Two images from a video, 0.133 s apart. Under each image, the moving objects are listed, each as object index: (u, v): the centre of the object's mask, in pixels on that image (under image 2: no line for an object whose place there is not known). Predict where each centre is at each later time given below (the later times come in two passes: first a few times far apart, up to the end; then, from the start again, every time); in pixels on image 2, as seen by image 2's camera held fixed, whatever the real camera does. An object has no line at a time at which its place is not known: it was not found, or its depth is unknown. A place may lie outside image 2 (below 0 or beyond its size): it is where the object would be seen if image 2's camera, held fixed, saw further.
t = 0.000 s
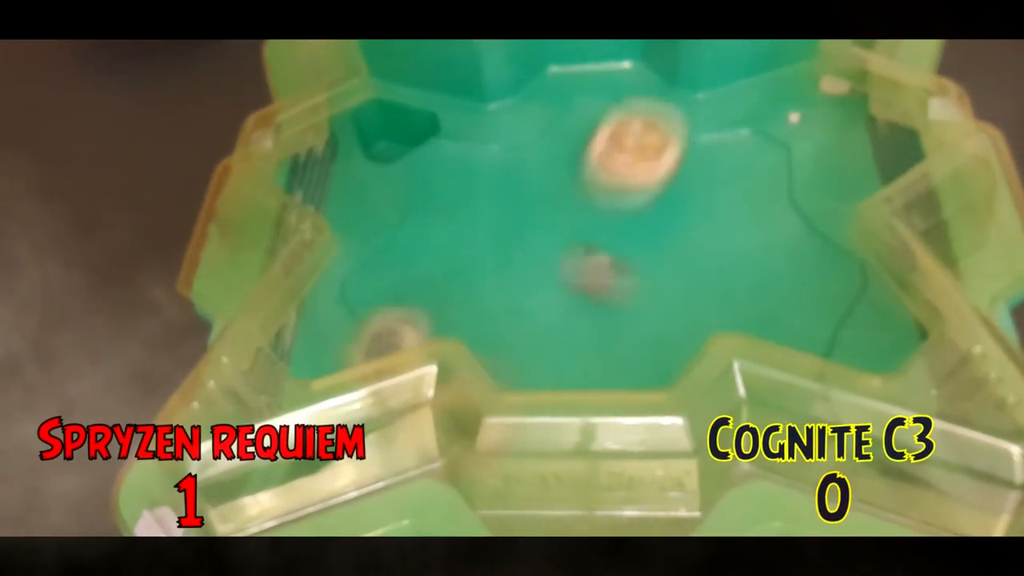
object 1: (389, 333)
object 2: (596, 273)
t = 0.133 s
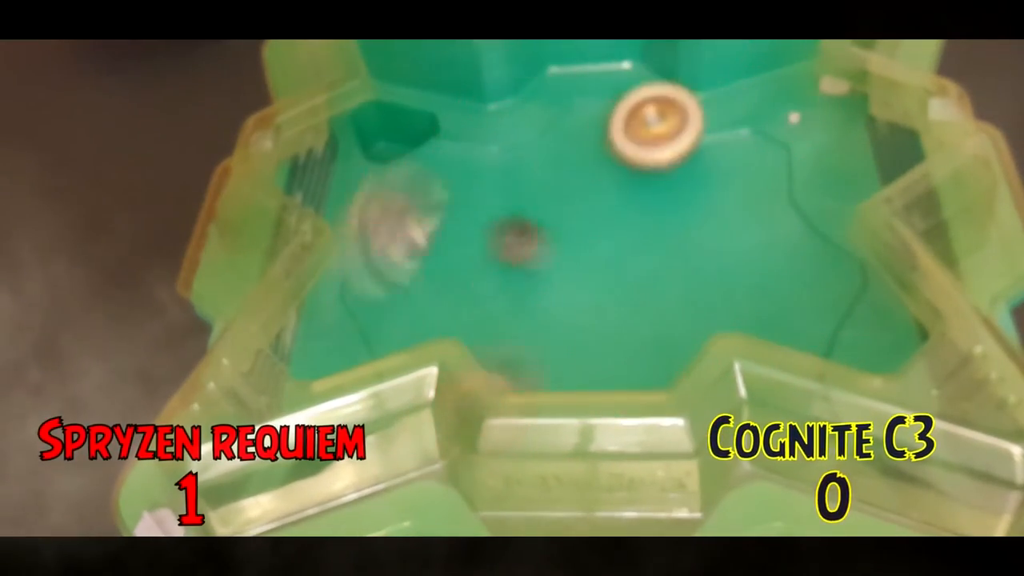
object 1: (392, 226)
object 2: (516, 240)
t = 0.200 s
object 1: (427, 165)
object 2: (498, 238)
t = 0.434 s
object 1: (503, 179)
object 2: (409, 183)
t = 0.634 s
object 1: (559, 247)
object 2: (480, 213)
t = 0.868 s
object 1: (590, 282)
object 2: (535, 231)
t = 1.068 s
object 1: (600, 284)
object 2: (544, 240)
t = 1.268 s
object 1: (600, 284)
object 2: (544, 240)
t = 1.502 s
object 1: (597, 282)
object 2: (545, 241)
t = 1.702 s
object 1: (586, 289)
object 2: (544, 242)
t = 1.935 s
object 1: (581, 313)
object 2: (542, 242)
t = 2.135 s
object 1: (570, 328)
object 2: (541, 242)
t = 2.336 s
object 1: (564, 341)
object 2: (539, 242)
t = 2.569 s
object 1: (577, 354)
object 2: (541, 242)
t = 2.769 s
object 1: (578, 357)
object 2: (541, 242)
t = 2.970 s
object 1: (578, 357)
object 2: (541, 242)
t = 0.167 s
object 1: (409, 193)
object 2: (506, 239)
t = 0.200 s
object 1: (427, 165)
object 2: (498, 238)
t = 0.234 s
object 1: (447, 141)
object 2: (493, 239)
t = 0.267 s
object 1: (459, 131)
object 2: (478, 227)
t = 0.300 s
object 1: (465, 132)
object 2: (456, 207)
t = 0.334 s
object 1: (471, 143)
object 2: (435, 192)
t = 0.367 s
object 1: (481, 154)
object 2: (419, 184)
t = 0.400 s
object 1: (493, 166)
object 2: (410, 183)
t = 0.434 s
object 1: (503, 179)
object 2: (409, 183)
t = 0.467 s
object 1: (512, 190)
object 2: (413, 185)
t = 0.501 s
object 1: (521, 202)
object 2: (424, 192)
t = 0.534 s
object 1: (529, 214)
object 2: (440, 201)
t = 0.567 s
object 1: (535, 223)
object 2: (458, 209)
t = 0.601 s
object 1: (548, 236)
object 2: (472, 213)
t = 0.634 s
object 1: (559, 247)
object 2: (480, 213)
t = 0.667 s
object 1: (568, 256)
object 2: (489, 218)
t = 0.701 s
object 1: (574, 264)
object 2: (503, 224)
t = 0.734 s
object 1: (577, 268)
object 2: (519, 230)
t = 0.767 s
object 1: (582, 275)
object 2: (527, 230)
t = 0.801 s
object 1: (587, 281)
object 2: (529, 229)
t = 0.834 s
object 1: (588, 283)
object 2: (532, 230)
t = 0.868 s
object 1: (590, 282)
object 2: (535, 231)
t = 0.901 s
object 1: (593, 282)
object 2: (539, 235)
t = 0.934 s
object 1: (595, 282)
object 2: (541, 238)
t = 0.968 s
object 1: (597, 283)
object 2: (542, 239)
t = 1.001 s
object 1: (599, 283)
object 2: (544, 240)
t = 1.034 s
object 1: (600, 284)
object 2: (544, 240)
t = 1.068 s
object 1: (600, 284)
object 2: (544, 240)
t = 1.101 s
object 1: (600, 284)
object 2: (544, 240)
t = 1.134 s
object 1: (600, 285)
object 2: (544, 241)
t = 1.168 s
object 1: (600, 285)
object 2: (544, 240)
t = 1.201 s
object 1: (600, 285)
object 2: (544, 240)
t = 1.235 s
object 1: (600, 284)
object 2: (544, 240)
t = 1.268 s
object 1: (600, 284)
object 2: (544, 240)
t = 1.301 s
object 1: (600, 284)
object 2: (544, 240)
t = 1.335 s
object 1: (600, 284)
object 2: (544, 240)
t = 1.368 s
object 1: (600, 284)
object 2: (544, 240)
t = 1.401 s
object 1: (600, 284)
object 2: (544, 240)
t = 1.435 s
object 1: (600, 284)
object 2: (544, 240)
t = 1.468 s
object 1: (599, 283)
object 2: (544, 240)
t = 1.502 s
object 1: (597, 282)
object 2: (545, 241)
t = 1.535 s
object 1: (595, 281)
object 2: (544, 241)
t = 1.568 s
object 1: (593, 282)
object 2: (545, 241)
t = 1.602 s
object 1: (591, 282)
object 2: (545, 241)
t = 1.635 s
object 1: (589, 283)
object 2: (545, 241)
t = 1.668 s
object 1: (588, 284)
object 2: (544, 241)
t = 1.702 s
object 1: (586, 289)
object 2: (544, 242)
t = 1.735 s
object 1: (583, 295)
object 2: (544, 242)
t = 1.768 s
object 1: (581, 296)
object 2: (543, 241)
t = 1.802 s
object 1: (584, 303)
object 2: (541, 241)
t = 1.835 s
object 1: (584, 310)
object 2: (541, 242)
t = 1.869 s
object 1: (581, 313)
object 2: (541, 242)
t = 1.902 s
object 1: (581, 313)
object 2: (542, 242)
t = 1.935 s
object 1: (581, 313)
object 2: (542, 242)
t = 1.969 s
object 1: (581, 313)
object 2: (542, 242)
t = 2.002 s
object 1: (581, 313)
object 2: (542, 242)
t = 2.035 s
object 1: (581, 313)
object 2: (541, 242)
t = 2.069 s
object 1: (581, 313)
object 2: (541, 242)
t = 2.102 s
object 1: (577, 318)
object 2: (541, 242)
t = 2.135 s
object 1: (570, 328)
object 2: (541, 242)
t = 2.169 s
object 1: (566, 337)
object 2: (541, 242)
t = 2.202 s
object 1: (564, 340)
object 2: (541, 242)
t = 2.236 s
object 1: (564, 341)
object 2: (541, 242)
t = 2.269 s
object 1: (564, 341)
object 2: (541, 242)
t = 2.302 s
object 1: (564, 341)
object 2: (540, 243)
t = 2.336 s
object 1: (564, 341)
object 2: (539, 242)
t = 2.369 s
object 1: (564, 341)
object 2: (539, 242)
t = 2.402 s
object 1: (564, 341)
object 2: (538, 242)
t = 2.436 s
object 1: (563, 343)
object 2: (538, 242)
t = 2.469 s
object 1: (562, 344)
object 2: (539, 242)
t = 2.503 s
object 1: (567, 348)
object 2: (540, 242)
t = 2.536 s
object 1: (572, 352)
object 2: (540, 242)
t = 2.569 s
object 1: (577, 354)
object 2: (541, 242)
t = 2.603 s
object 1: (578, 355)
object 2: (541, 242)
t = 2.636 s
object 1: (578, 356)
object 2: (541, 242)
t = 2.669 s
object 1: (578, 357)
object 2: (541, 242)
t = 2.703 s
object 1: (578, 357)
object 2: (541, 242)
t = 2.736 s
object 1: (578, 357)
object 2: (541, 242)
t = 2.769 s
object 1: (578, 357)
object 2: (541, 242)
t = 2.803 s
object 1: (578, 357)
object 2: (541, 242)
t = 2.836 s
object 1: (578, 357)
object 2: (541, 242)
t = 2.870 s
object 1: (578, 357)
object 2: (541, 242)
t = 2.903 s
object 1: (578, 357)
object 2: (541, 242)
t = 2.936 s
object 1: (578, 357)
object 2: (541, 242)
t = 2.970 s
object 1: (578, 357)
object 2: (541, 242)
